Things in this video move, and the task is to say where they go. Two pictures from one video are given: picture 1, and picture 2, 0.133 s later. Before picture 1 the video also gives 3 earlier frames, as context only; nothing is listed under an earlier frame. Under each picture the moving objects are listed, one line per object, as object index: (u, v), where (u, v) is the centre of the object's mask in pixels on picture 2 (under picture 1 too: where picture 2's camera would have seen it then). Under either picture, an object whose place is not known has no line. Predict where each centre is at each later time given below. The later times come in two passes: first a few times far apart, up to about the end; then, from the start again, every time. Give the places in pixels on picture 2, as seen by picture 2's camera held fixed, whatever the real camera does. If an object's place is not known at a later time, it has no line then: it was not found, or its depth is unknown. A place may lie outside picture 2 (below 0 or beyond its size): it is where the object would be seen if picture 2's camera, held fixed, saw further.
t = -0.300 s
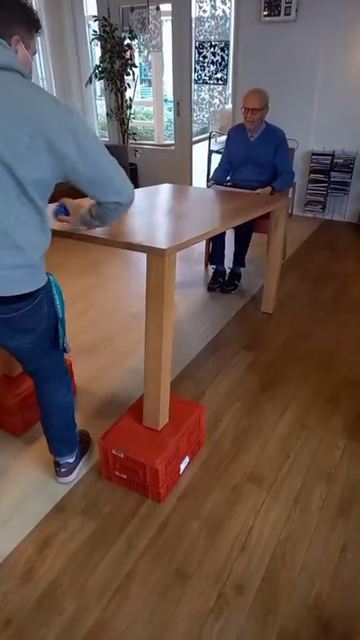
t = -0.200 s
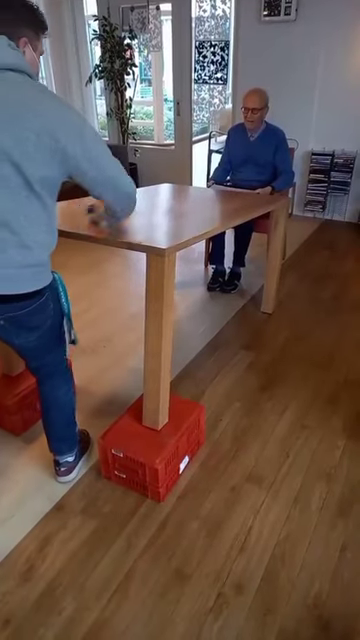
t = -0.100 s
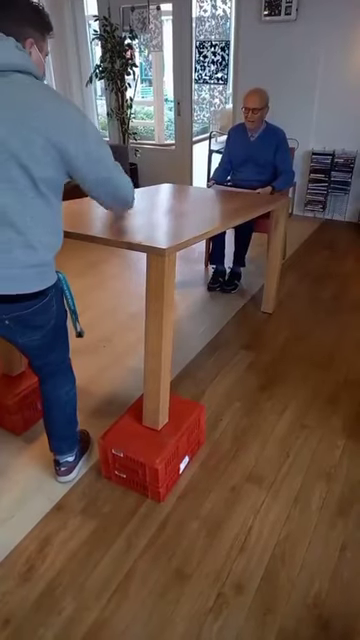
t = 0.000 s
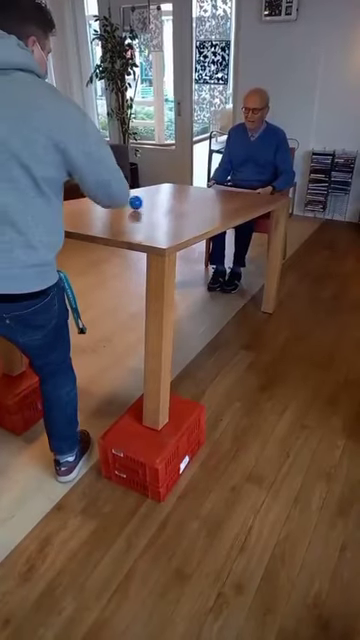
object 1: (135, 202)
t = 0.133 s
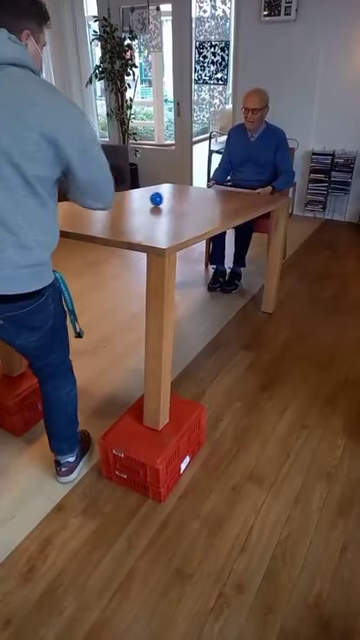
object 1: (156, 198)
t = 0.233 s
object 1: (171, 195)
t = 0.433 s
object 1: (196, 191)
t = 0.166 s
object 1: (160, 198)
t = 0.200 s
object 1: (166, 197)
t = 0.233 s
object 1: (171, 195)
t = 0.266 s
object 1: (175, 195)
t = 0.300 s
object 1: (180, 194)
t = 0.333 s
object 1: (183, 194)
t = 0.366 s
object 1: (188, 193)
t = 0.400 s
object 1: (192, 192)
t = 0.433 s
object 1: (196, 191)
